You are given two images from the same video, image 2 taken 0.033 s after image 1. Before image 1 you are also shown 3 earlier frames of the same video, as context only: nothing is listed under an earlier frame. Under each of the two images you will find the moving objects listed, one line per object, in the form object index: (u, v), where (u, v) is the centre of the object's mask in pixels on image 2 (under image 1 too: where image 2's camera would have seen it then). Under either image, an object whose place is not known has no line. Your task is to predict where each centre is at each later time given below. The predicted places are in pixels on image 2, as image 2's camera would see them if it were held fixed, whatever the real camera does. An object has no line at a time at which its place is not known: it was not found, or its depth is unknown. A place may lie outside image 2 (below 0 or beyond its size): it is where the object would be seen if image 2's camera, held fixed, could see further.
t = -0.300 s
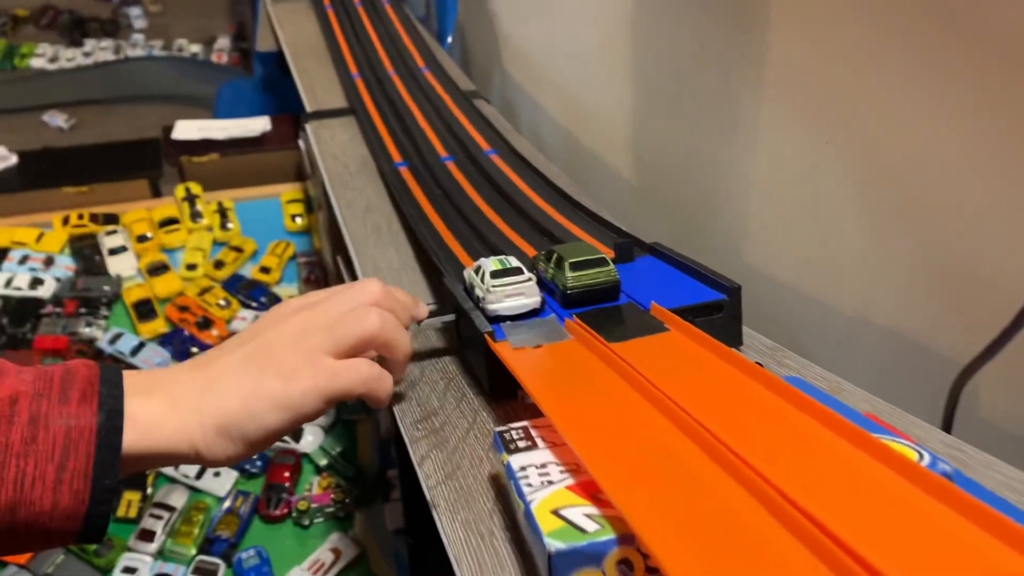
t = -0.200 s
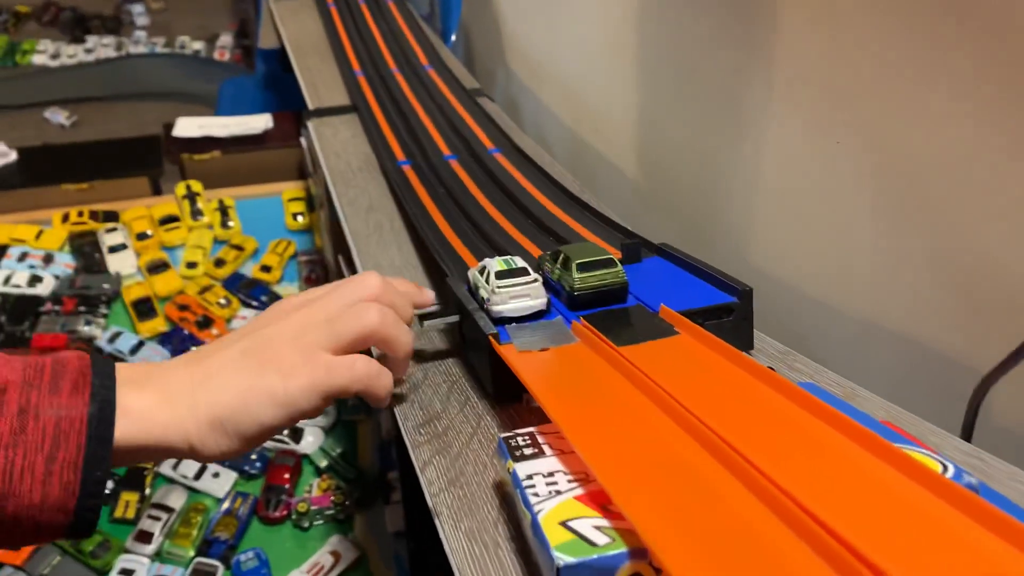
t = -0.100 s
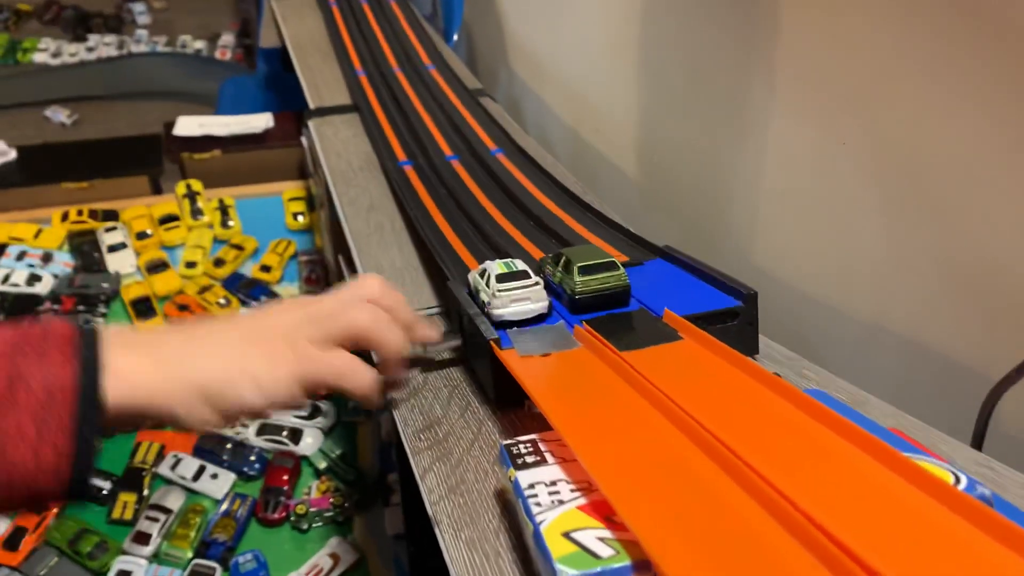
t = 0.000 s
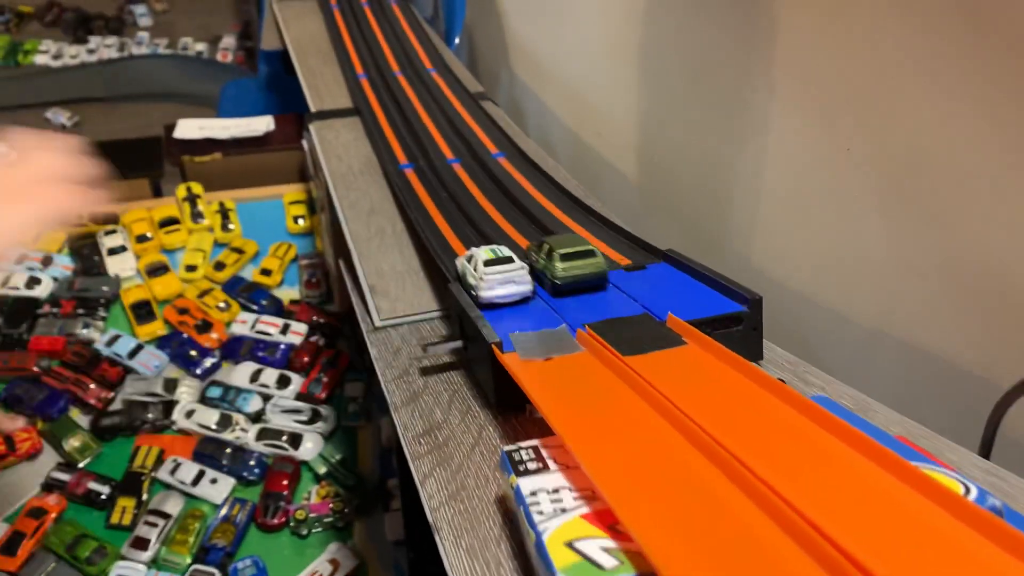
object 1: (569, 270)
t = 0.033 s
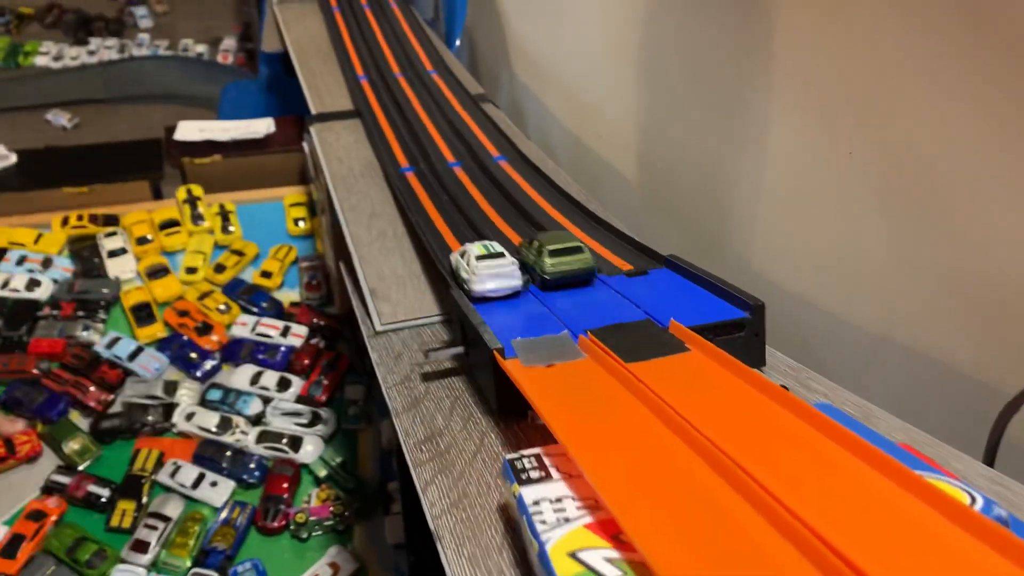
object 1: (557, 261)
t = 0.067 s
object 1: (543, 250)
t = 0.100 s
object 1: (527, 235)
